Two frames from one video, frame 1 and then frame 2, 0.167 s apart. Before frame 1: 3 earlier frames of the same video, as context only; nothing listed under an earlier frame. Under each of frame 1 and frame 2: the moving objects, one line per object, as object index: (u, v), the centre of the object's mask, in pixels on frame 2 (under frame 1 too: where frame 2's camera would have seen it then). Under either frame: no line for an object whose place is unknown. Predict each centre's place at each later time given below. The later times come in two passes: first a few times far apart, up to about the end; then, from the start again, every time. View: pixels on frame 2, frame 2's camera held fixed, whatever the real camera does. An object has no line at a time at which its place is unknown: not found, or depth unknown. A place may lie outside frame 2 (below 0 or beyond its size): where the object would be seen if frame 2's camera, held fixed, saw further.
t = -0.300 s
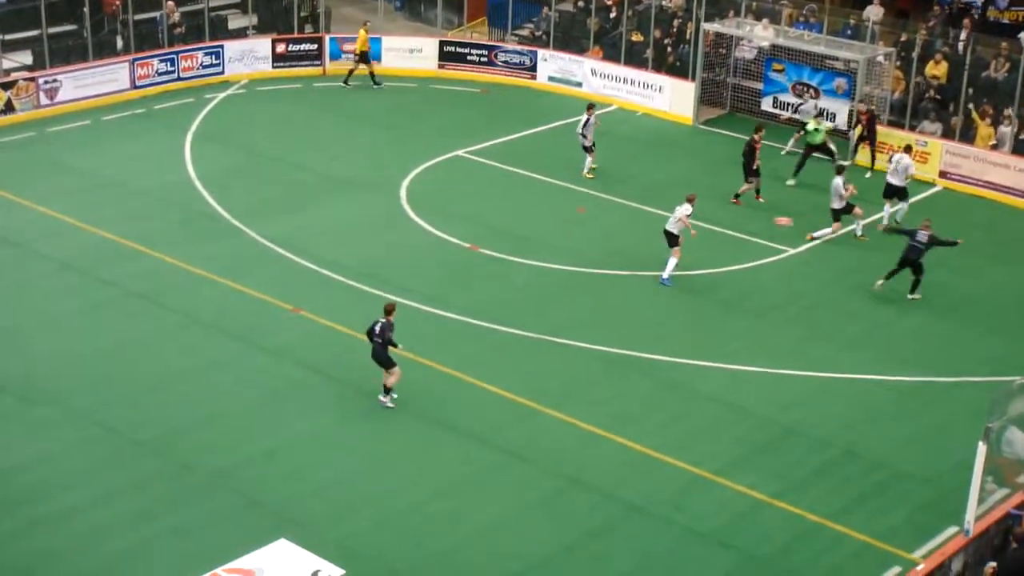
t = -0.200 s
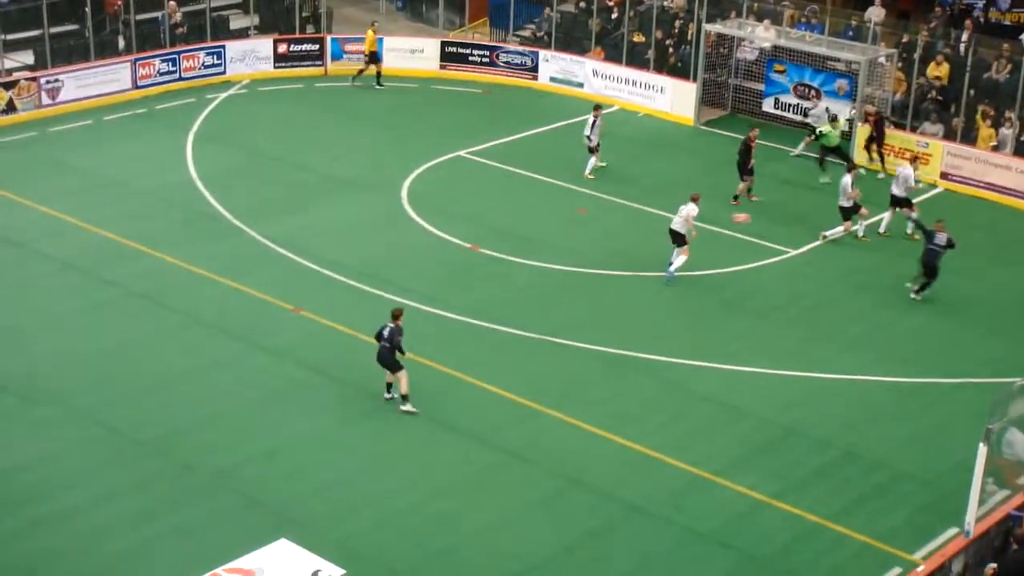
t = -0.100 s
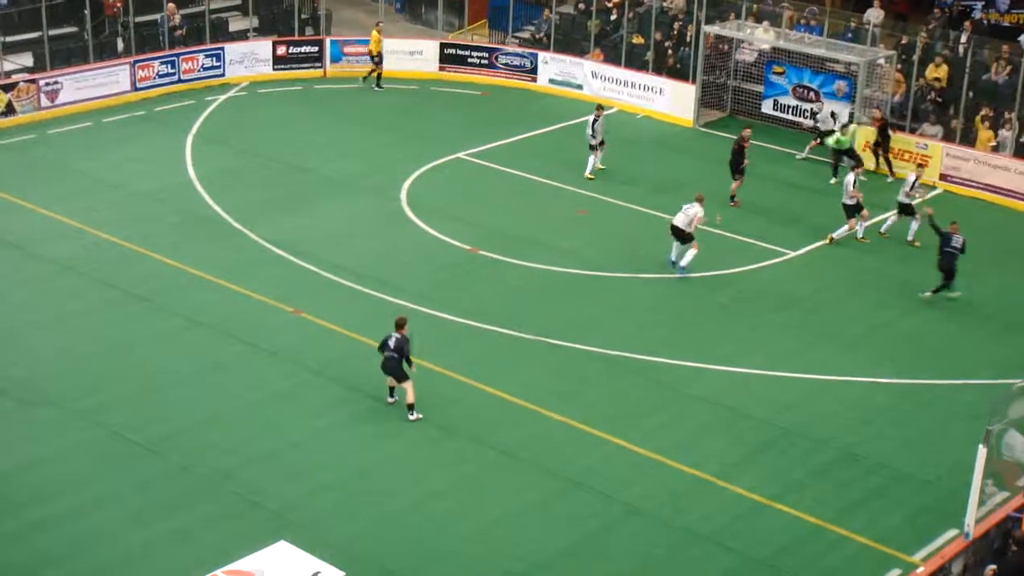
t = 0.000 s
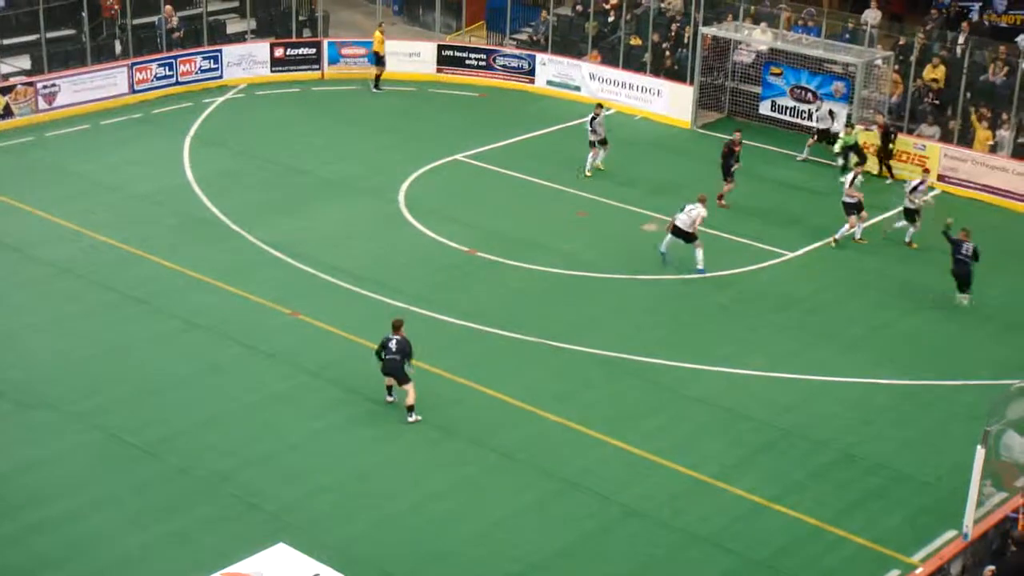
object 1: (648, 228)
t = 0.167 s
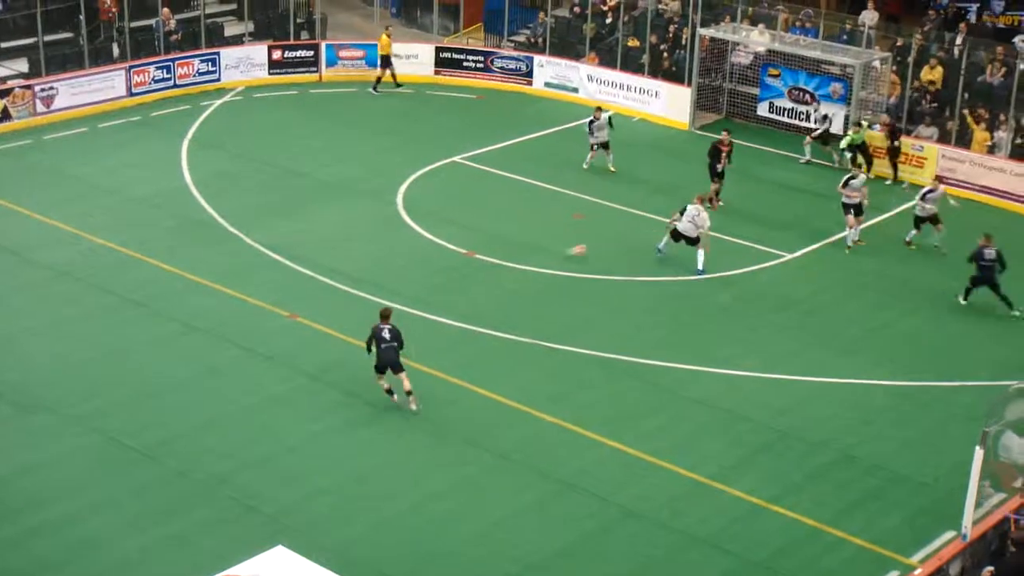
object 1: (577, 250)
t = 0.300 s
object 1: (522, 243)
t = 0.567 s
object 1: (416, 251)
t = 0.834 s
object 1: (311, 258)
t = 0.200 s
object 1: (562, 250)
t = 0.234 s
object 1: (550, 247)
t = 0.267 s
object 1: (536, 246)
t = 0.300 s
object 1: (522, 243)
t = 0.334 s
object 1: (510, 243)
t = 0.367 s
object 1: (497, 242)
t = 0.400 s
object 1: (483, 242)
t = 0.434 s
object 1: (470, 243)
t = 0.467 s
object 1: (458, 244)
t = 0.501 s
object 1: (443, 245)
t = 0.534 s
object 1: (429, 249)
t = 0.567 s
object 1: (416, 251)
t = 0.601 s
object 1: (404, 255)
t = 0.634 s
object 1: (391, 259)
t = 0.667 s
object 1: (379, 264)
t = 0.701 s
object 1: (366, 262)
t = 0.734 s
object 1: (351, 260)
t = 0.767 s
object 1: (338, 258)
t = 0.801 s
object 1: (326, 257)
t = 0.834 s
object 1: (311, 258)
